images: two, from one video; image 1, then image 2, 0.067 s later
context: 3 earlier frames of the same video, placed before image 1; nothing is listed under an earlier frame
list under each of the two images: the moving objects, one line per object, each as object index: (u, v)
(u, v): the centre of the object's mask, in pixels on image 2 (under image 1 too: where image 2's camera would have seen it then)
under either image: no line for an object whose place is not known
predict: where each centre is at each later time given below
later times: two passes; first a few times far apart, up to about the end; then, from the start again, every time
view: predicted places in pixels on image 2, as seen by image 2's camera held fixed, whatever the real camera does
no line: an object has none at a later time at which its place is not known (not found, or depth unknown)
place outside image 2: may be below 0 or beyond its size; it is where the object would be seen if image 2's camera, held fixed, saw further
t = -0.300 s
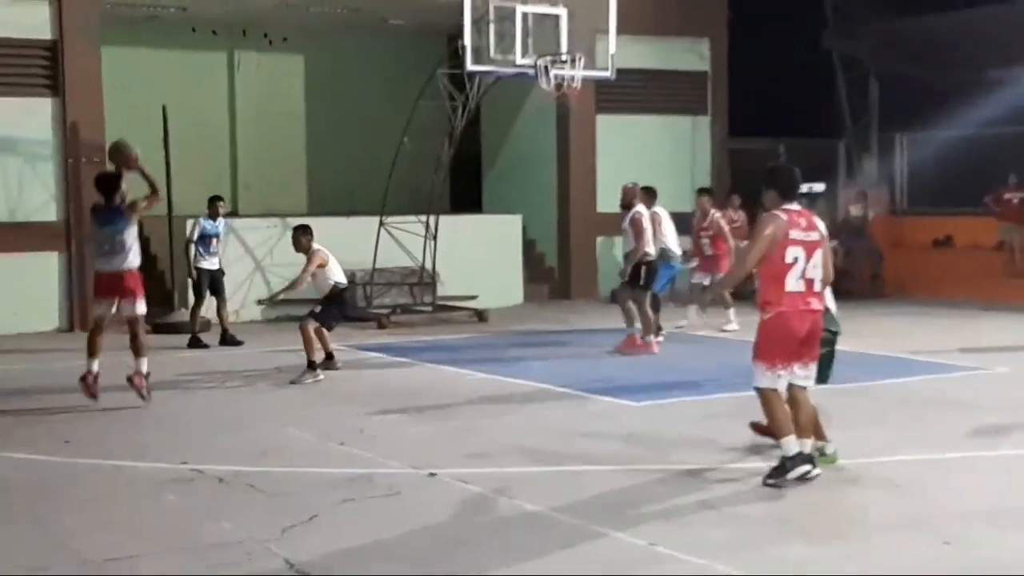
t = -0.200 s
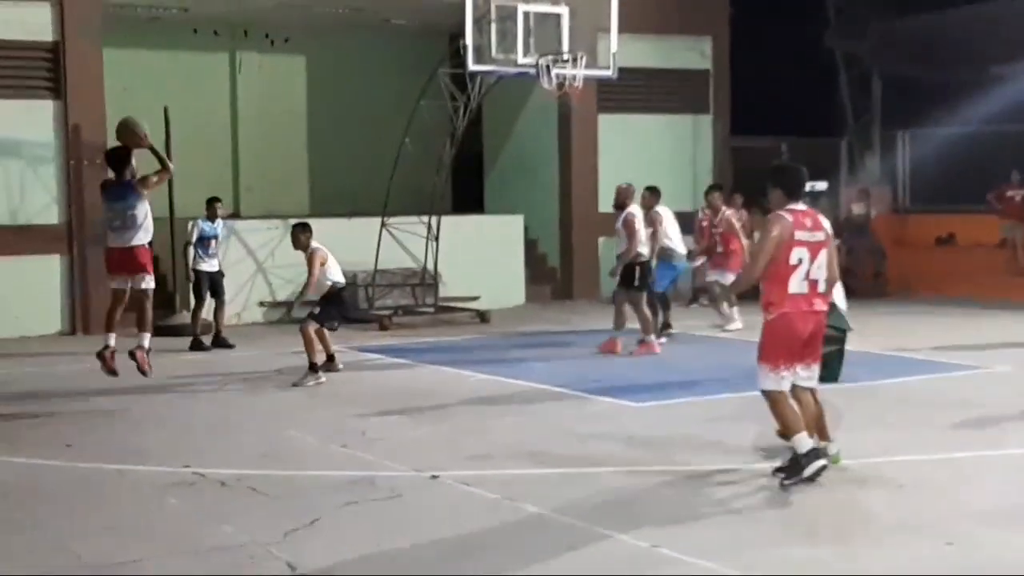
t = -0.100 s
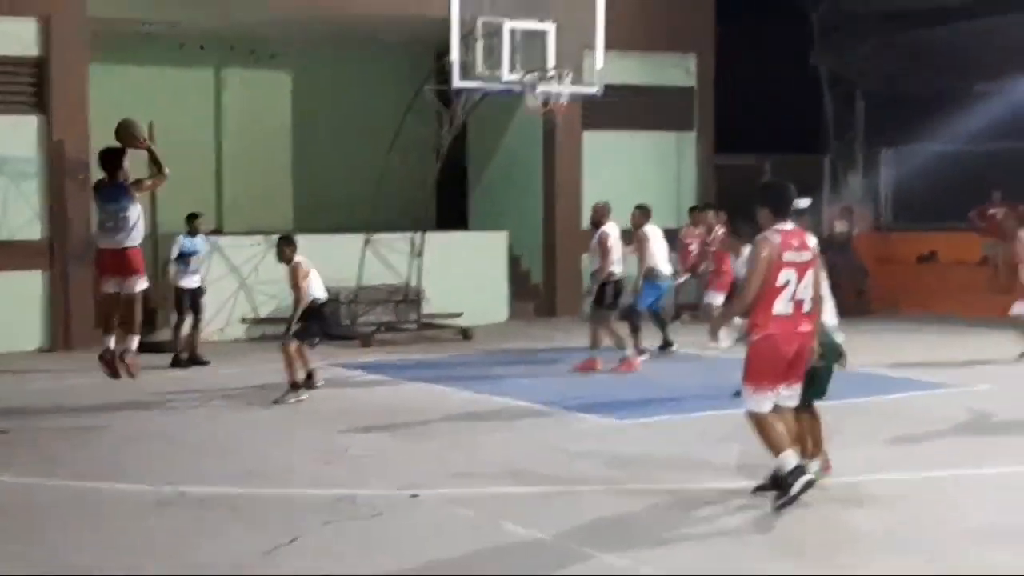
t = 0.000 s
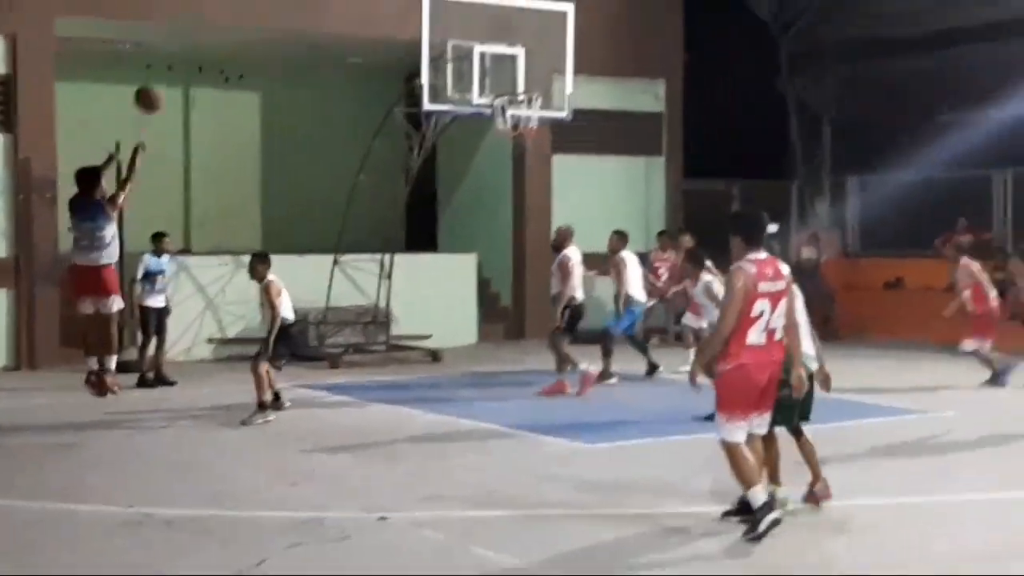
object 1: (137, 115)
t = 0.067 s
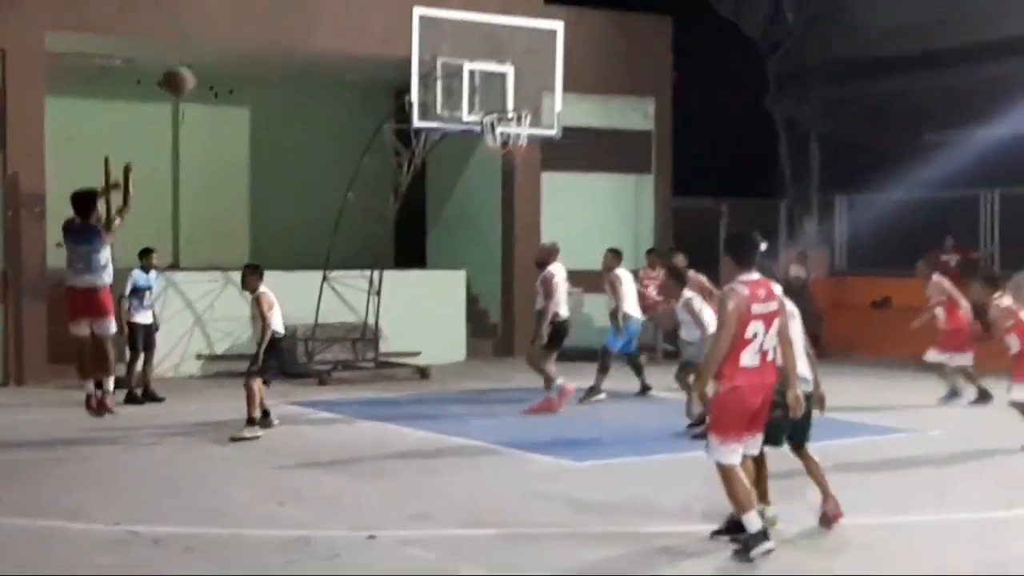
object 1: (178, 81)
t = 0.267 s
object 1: (283, 23)
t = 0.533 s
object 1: (400, 17)
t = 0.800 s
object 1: (506, 76)
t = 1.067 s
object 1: (570, 125)
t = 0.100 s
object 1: (197, 68)
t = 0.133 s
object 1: (214, 56)
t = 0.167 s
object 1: (232, 46)
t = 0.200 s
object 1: (249, 36)
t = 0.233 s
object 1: (267, 29)
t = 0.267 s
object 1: (283, 23)
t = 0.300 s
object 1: (300, 17)
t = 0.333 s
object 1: (315, 13)
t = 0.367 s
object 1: (330, 11)
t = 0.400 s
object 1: (346, 10)
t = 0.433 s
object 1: (360, 10)
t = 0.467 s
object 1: (375, 11)
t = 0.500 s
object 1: (389, 13)
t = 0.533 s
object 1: (400, 17)
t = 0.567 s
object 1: (416, 21)
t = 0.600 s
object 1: (431, 27)
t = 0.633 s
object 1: (443, 33)
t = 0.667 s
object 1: (456, 39)
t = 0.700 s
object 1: (469, 48)
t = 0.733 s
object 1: (482, 55)
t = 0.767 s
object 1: (495, 65)
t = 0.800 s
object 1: (506, 76)
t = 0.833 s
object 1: (518, 88)
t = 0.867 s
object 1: (529, 100)
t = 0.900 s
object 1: (535, 105)
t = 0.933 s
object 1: (542, 106)
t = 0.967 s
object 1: (547, 109)
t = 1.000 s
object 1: (556, 114)
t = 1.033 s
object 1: (564, 118)
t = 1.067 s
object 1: (570, 125)
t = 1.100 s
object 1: (579, 130)
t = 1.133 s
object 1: (584, 137)
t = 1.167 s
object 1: (590, 145)
